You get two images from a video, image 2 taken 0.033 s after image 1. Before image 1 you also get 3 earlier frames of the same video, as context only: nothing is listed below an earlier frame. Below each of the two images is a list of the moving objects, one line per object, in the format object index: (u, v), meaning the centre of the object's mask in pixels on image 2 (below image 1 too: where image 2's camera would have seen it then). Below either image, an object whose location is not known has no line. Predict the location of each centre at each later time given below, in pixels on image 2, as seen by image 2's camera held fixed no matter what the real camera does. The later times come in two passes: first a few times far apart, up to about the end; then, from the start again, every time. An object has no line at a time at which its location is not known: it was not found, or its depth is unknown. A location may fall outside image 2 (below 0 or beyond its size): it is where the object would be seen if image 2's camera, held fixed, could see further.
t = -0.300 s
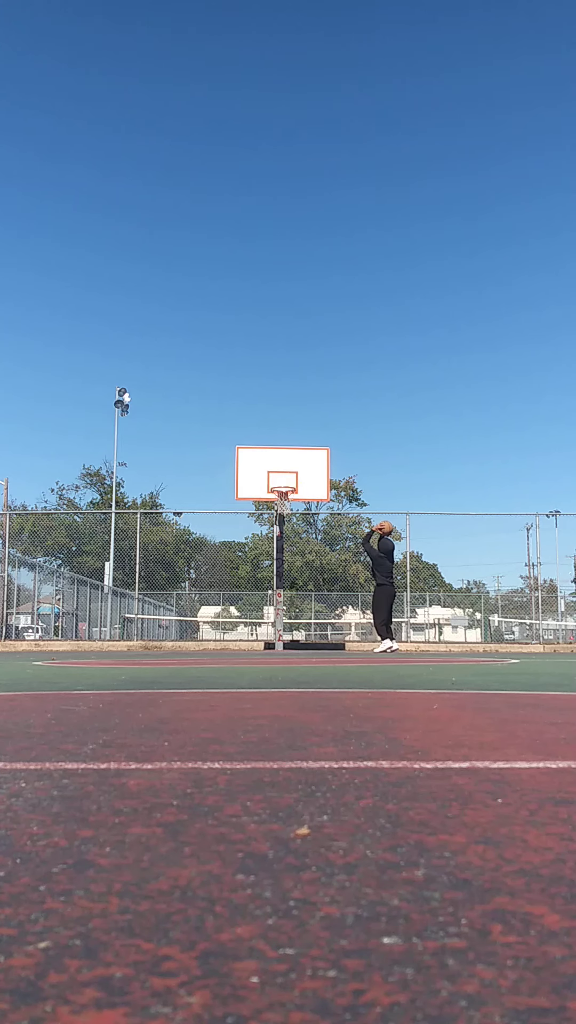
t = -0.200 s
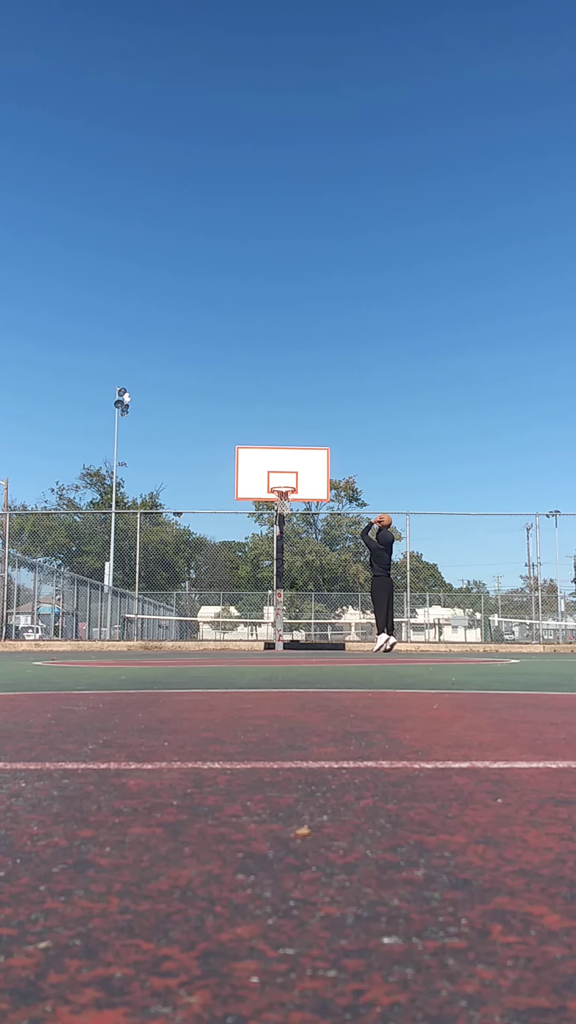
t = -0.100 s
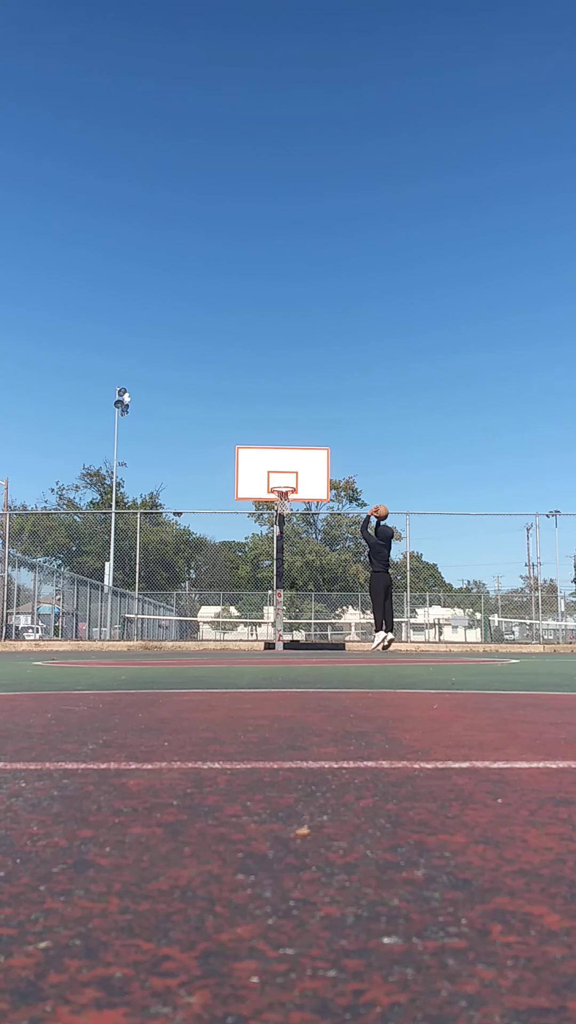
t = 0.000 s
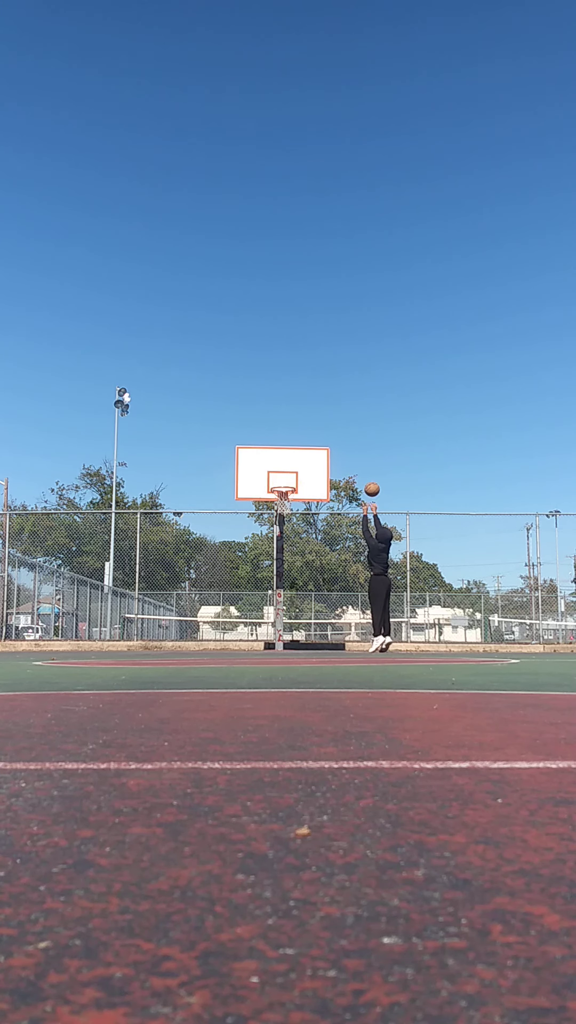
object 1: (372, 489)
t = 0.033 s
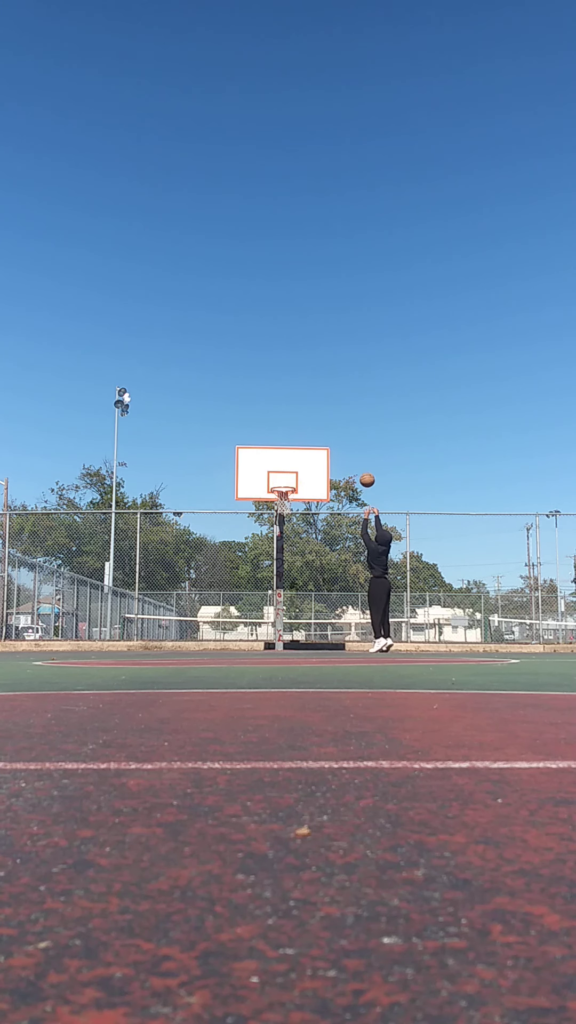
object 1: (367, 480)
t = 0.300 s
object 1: (333, 435)
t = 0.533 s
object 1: (308, 433)
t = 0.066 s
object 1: (362, 471)
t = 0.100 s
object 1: (358, 464)
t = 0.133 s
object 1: (353, 457)
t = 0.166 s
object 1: (349, 451)
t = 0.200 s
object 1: (345, 446)
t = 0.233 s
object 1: (341, 442)
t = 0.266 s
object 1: (337, 437)
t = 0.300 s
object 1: (333, 435)
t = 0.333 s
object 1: (329, 433)
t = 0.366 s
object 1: (325, 431)
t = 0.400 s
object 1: (322, 430)
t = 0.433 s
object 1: (318, 430)
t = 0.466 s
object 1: (315, 430)
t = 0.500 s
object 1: (311, 431)
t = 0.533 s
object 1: (308, 433)
